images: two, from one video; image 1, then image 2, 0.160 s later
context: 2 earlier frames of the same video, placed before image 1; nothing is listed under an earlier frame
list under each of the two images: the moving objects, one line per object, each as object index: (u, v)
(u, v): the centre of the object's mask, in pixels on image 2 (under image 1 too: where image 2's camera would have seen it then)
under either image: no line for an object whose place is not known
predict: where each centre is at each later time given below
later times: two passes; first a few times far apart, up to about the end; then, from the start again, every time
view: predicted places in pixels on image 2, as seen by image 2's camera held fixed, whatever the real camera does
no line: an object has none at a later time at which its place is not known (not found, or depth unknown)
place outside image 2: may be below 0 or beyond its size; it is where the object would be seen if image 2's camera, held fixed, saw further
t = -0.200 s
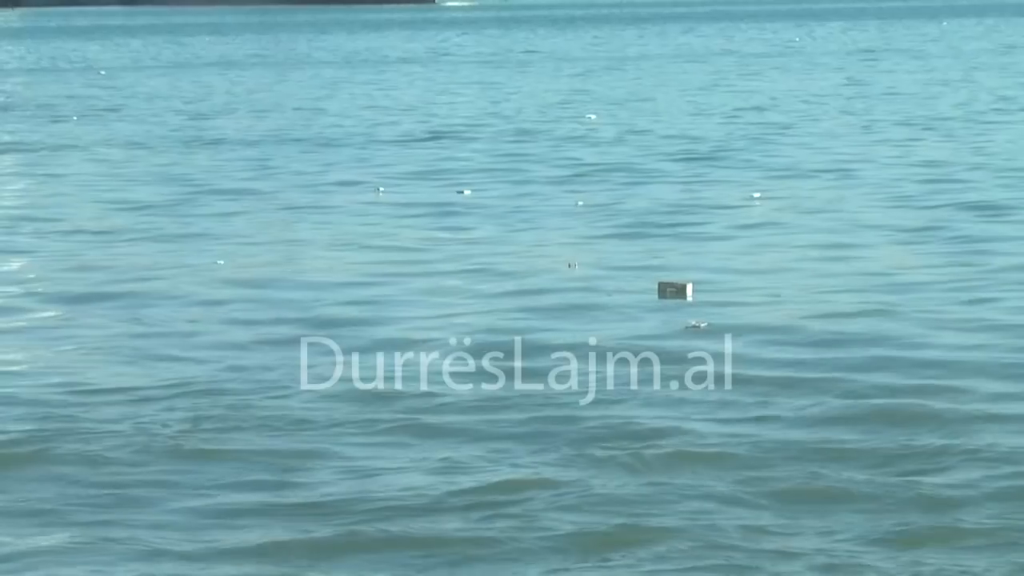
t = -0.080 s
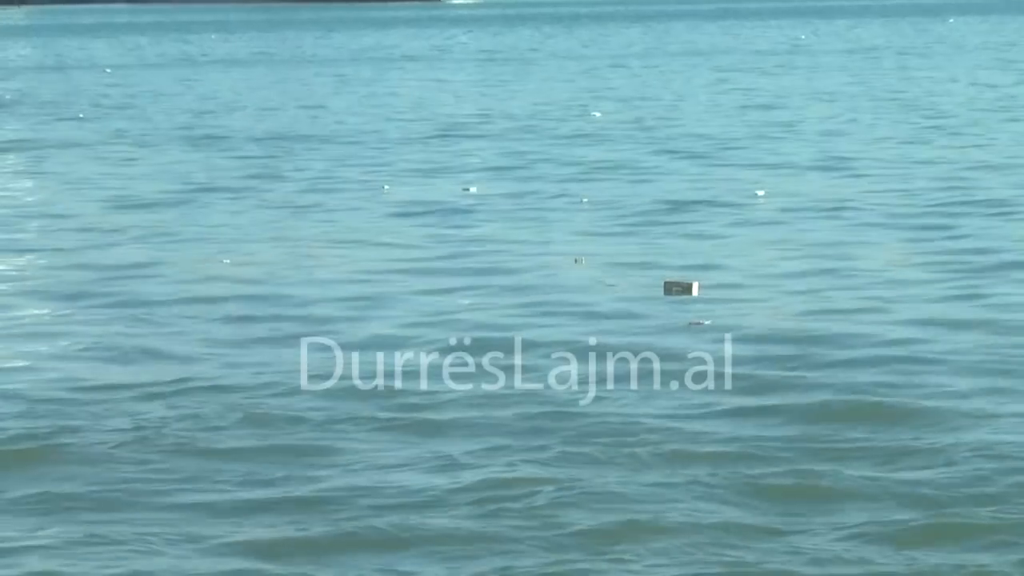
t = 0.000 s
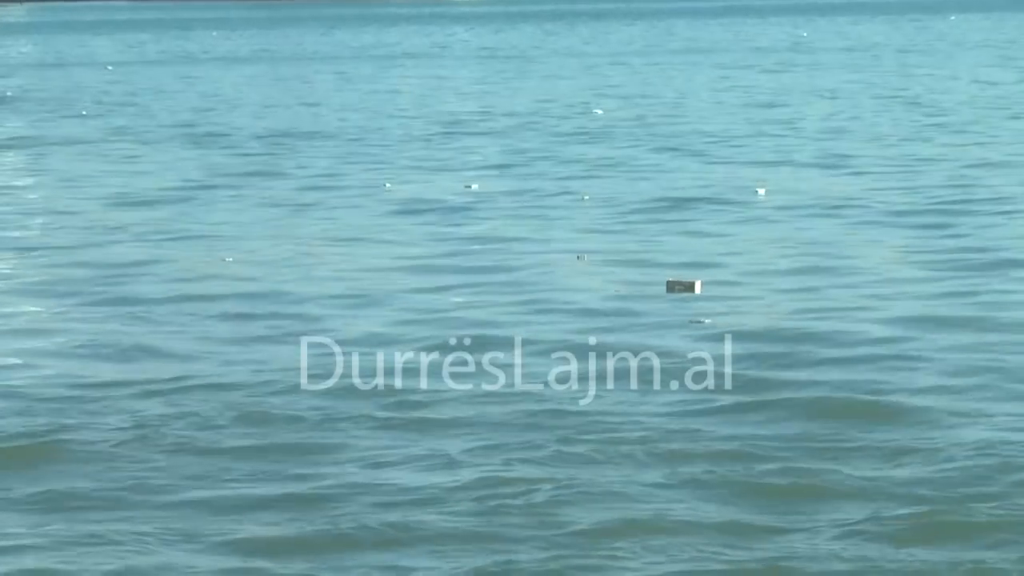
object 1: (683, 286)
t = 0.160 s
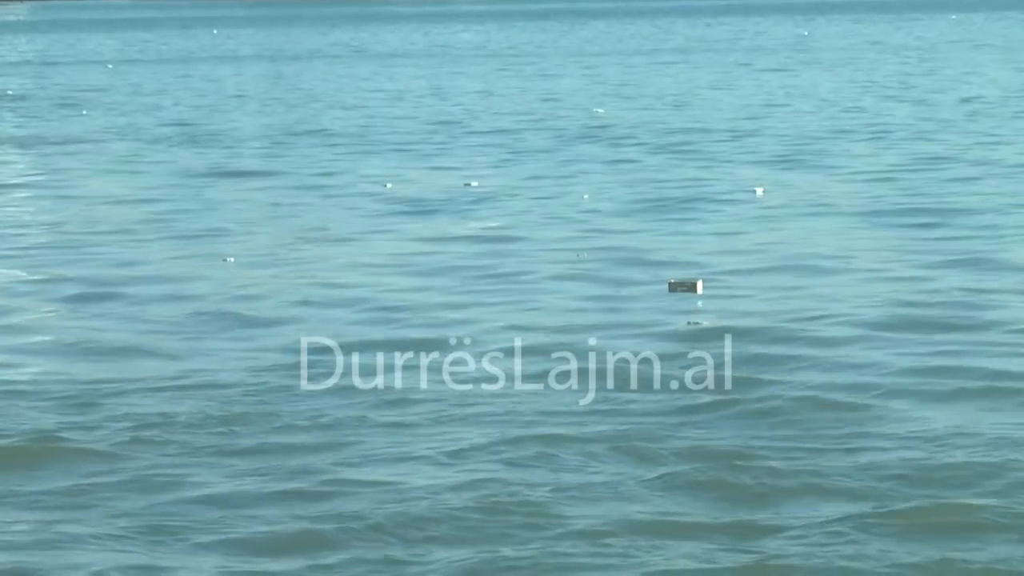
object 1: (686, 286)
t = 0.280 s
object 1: (687, 288)
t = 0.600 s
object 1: (690, 292)
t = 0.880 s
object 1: (691, 291)
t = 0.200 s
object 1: (686, 287)
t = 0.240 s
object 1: (687, 288)
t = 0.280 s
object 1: (687, 288)
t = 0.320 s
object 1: (687, 289)
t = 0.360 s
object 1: (688, 289)
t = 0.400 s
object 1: (688, 290)
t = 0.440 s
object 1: (688, 290)
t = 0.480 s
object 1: (689, 290)
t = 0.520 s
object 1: (690, 292)
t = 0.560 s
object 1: (690, 293)
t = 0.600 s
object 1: (690, 292)
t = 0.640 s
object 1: (691, 291)
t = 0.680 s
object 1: (691, 291)
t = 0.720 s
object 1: (692, 291)
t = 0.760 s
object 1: (691, 291)
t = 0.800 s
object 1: (692, 291)
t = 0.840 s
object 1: (691, 291)
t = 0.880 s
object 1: (691, 291)
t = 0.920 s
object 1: (690, 291)
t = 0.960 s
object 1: (691, 291)
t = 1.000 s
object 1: (692, 291)
